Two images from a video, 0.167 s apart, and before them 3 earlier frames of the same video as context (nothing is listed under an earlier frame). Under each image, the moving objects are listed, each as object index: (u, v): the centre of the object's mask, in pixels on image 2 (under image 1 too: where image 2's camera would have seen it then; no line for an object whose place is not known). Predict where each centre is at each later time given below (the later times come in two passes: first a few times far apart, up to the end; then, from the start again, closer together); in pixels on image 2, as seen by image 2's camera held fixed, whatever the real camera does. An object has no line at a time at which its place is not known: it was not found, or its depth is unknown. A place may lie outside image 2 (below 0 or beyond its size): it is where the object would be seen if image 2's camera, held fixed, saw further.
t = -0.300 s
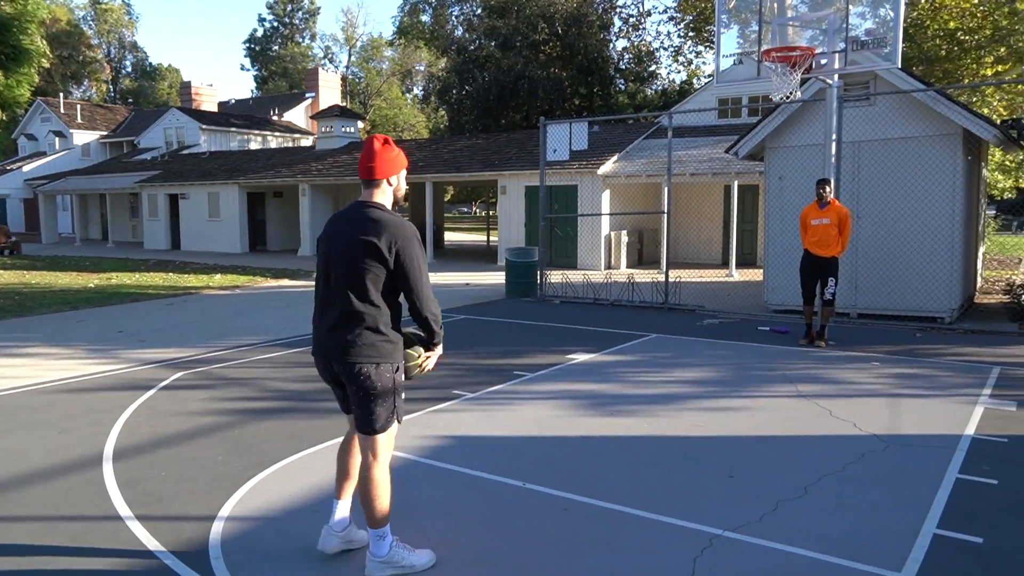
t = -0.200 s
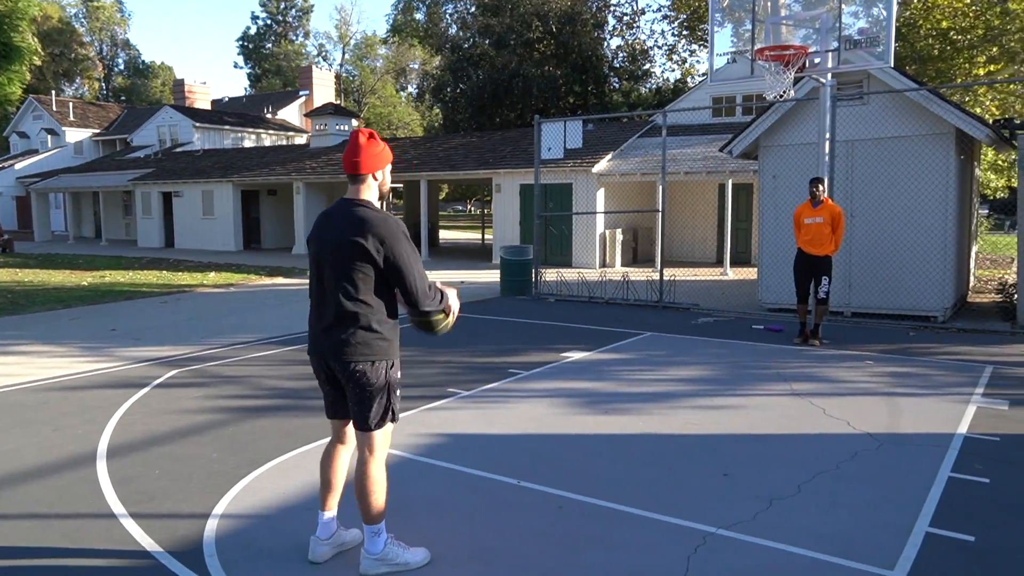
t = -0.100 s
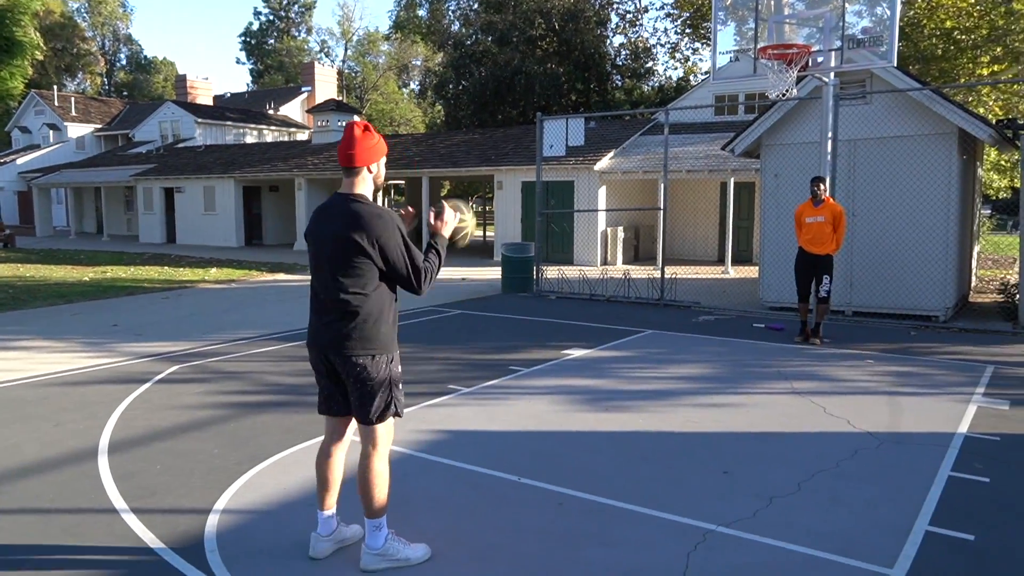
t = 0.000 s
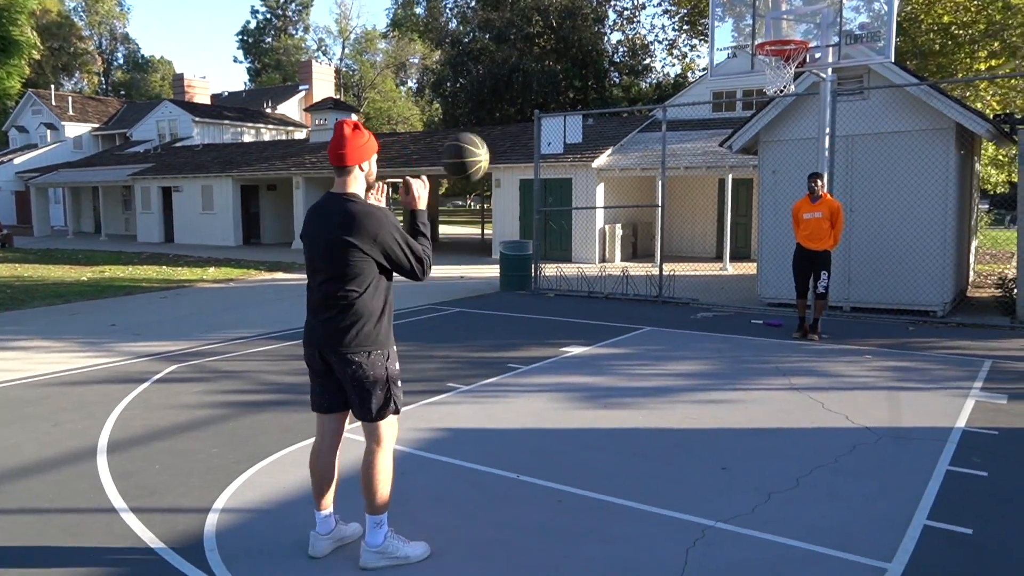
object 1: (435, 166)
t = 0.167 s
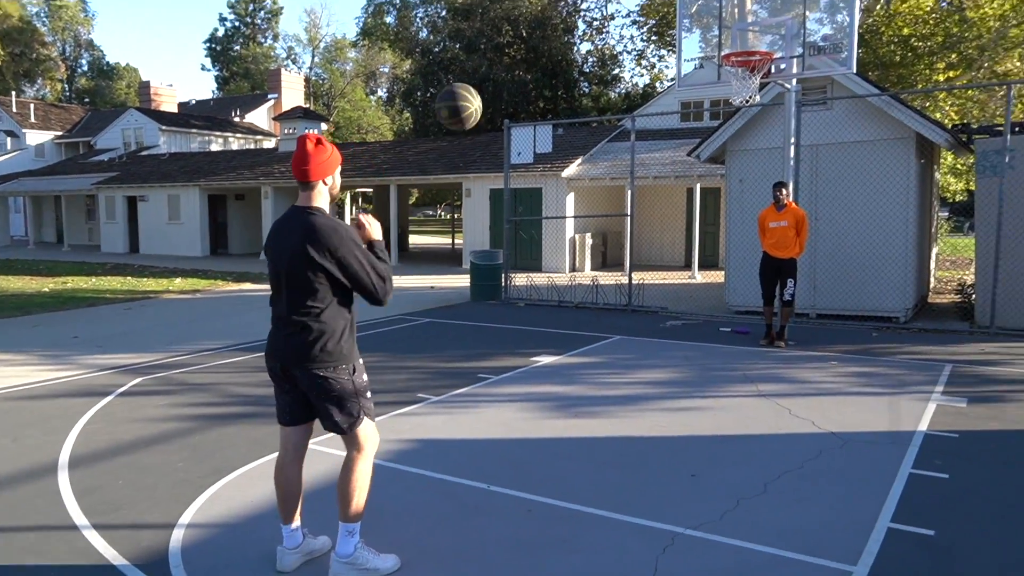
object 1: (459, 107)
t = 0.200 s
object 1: (463, 102)
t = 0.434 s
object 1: (494, 122)
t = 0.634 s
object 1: (520, 212)
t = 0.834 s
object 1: (541, 357)
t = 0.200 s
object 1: (463, 102)
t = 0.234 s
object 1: (468, 98)
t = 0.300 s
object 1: (477, 99)
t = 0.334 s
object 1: (481, 102)
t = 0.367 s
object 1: (486, 107)
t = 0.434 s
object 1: (494, 122)
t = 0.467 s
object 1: (499, 133)
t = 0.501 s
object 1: (503, 146)
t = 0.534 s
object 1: (507, 160)
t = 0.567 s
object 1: (511, 176)
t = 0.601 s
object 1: (516, 194)
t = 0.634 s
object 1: (520, 212)
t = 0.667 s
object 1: (525, 233)
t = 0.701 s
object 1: (527, 255)
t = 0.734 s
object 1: (531, 279)
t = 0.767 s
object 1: (535, 304)
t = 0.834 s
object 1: (541, 357)
